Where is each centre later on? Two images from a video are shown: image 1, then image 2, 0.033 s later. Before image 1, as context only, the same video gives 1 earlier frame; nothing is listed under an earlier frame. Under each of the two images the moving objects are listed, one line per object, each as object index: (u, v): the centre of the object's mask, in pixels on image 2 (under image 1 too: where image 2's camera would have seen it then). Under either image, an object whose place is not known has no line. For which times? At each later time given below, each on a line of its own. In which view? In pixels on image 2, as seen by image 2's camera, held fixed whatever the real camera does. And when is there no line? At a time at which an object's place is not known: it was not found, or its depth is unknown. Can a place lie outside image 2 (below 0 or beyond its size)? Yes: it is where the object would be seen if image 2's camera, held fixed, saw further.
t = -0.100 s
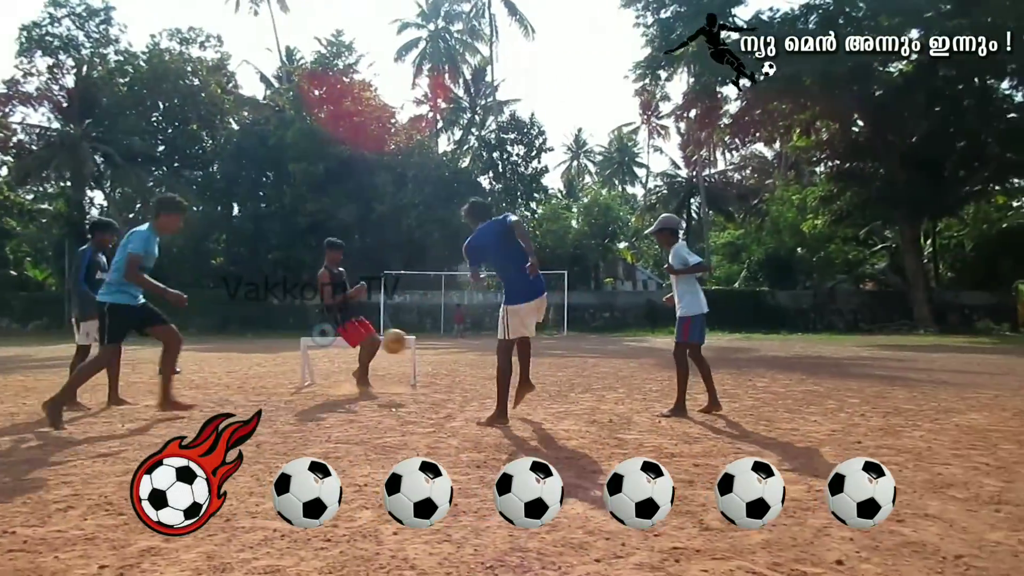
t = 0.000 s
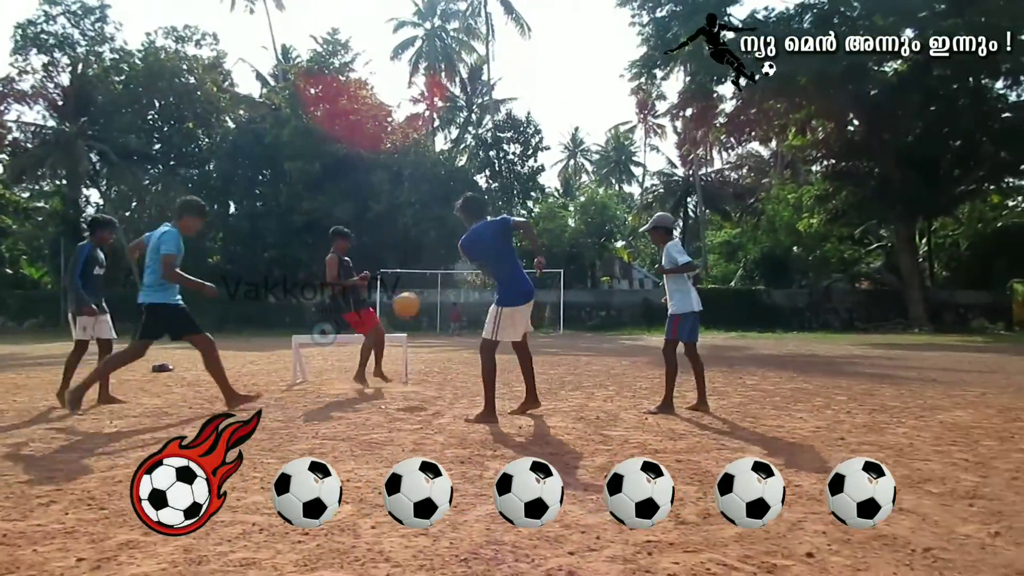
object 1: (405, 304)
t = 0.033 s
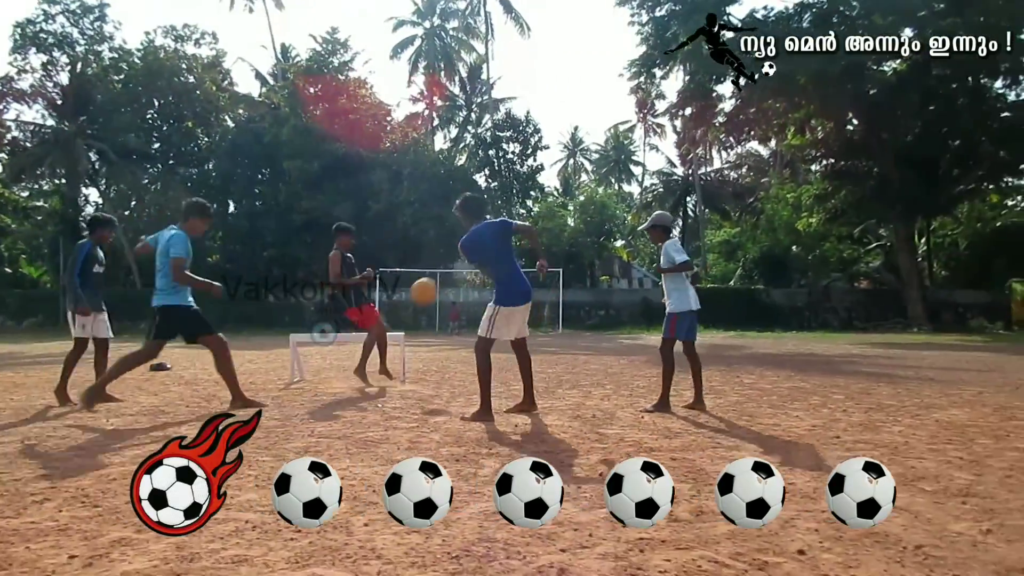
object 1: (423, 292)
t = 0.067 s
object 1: (444, 278)
